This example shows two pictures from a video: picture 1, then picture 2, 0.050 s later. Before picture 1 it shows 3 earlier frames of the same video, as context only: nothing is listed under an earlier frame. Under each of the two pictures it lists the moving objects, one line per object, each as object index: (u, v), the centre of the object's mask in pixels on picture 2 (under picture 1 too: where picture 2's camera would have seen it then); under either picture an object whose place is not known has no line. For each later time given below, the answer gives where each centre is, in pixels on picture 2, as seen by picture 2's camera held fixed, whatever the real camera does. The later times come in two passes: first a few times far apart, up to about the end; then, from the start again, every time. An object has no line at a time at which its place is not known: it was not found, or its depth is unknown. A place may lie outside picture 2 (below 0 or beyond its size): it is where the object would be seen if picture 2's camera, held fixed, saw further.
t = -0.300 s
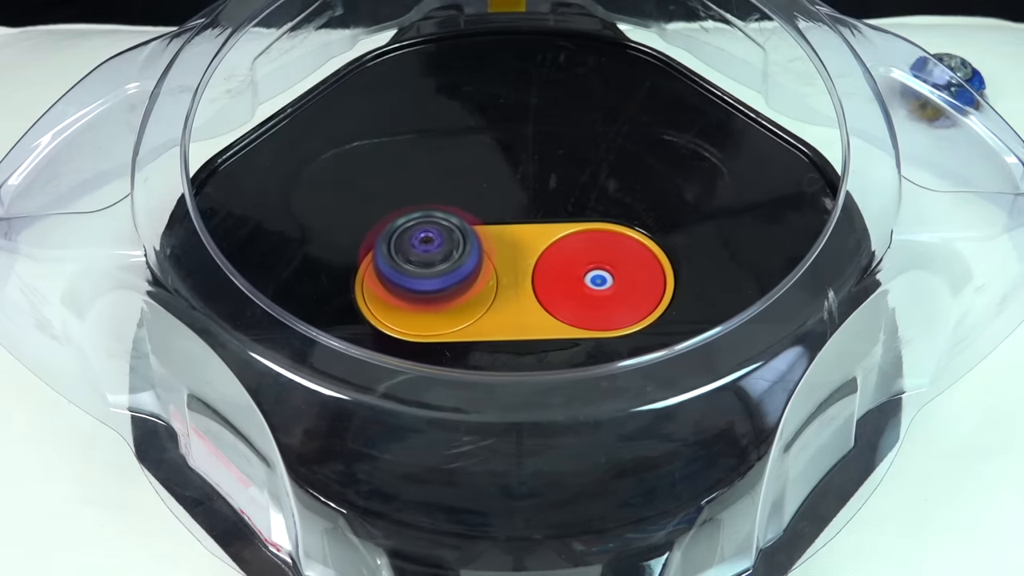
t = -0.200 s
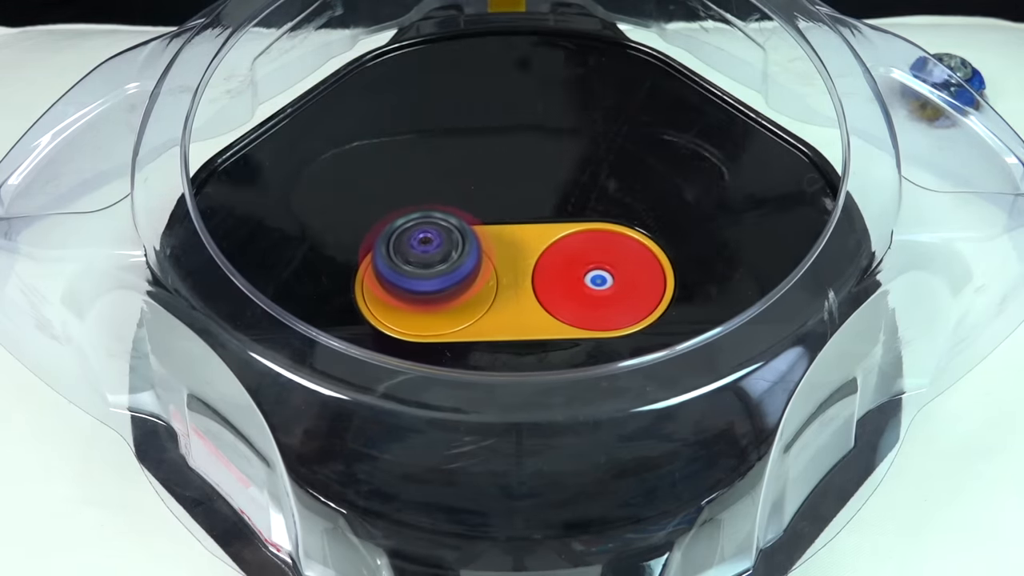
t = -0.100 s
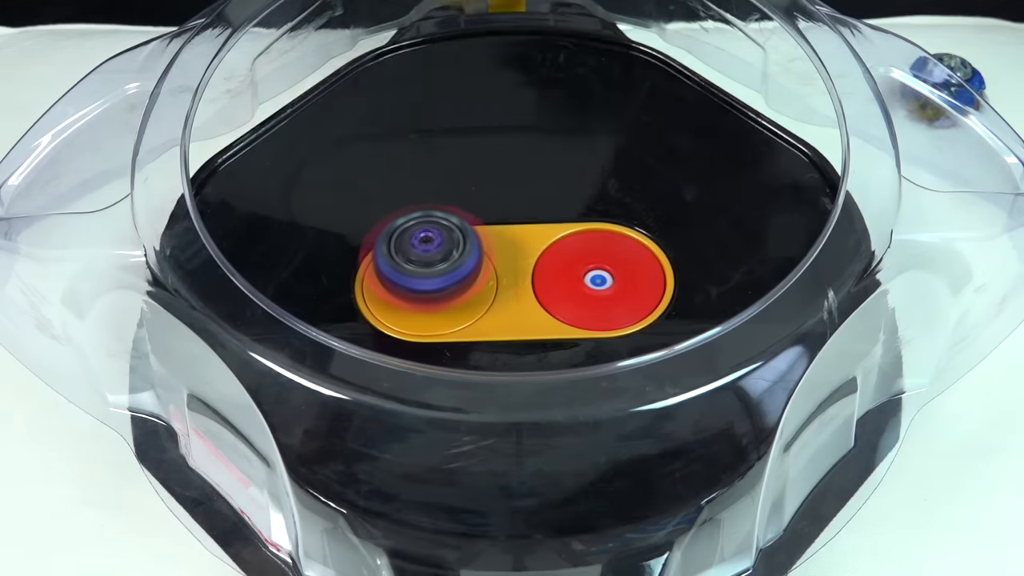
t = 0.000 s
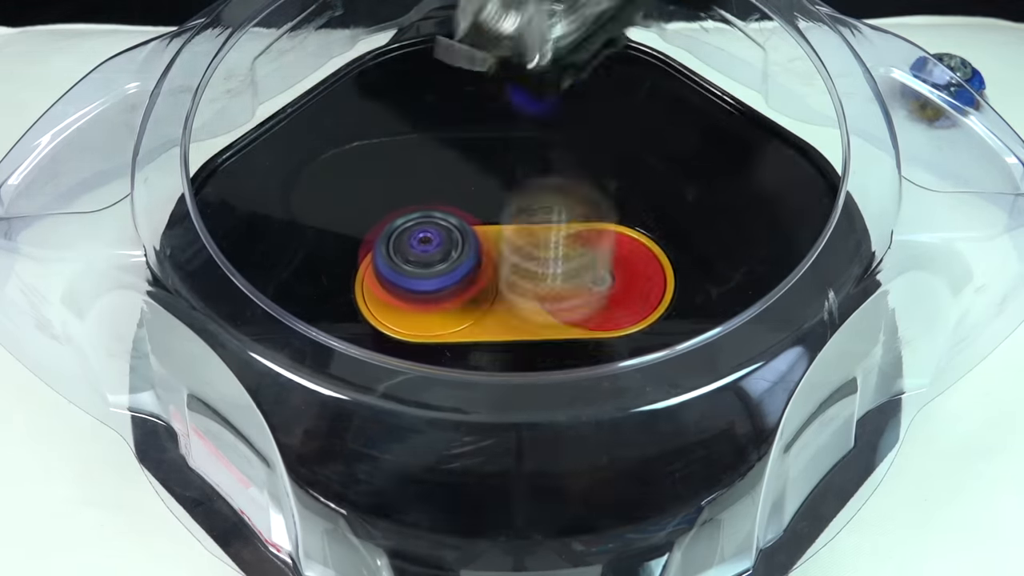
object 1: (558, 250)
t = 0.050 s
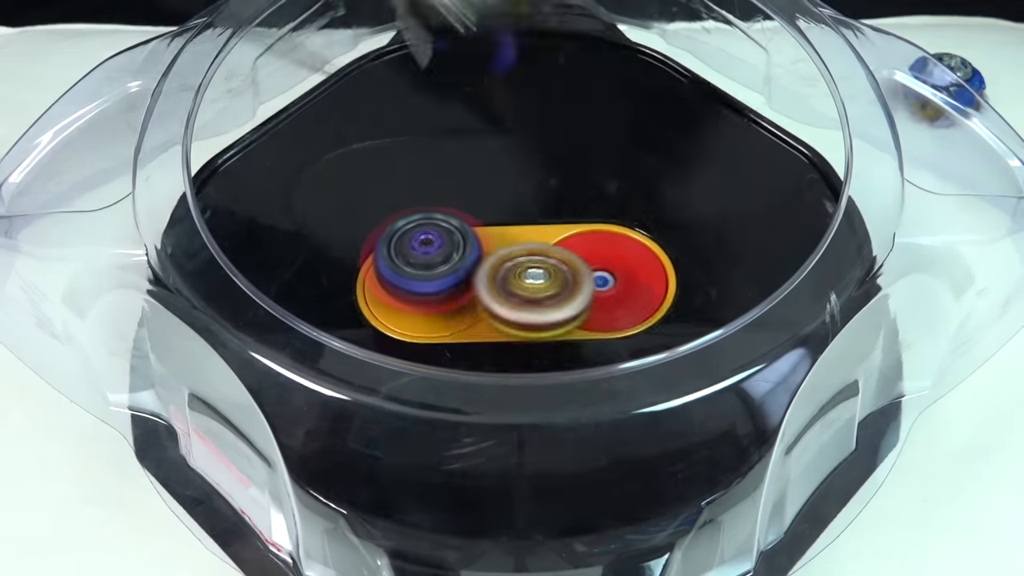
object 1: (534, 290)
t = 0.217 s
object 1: (470, 331)
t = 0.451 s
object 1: (452, 332)
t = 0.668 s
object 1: (467, 332)
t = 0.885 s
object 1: (485, 329)
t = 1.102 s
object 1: (494, 326)
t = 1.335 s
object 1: (500, 324)
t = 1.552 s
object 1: (507, 320)
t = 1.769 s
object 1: (518, 313)
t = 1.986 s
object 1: (539, 294)
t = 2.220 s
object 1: (583, 286)
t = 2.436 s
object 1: (561, 151)
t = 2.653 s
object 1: (329, 117)
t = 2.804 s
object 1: (188, 200)
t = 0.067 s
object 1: (526, 294)
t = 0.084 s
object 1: (519, 301)
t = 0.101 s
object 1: (510, 313)
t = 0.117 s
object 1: (502, 325)
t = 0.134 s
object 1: (496, 328)
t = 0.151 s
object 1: (490, 327)
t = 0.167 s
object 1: (484, 328)
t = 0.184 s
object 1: (478, 331)
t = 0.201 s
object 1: (474, 333)
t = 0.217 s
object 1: (470, 331)
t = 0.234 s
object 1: (467, 332)
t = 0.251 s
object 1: (463, 332)
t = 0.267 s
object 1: (461, 331)
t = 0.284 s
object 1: (458, 332)
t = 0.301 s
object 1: (456, 332)
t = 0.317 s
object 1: (454, 333)
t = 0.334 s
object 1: (452, 333)
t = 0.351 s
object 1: (452, 333)
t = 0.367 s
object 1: (451, 333)
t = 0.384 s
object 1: (451, 333)
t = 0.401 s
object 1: (452, 333)
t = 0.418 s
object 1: (452, 332)
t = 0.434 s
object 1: (452, 332)
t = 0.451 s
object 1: (452, 332)
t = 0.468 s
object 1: (453, 332)
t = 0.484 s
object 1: (453, 332)
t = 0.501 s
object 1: (454, 333)
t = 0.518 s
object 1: (455, 333)
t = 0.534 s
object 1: (456, 332)
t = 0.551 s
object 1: (457, 332)
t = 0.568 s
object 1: (459, 332)
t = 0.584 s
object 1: (460, 332)
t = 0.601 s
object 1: (461, 332)
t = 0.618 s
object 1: (463, 332)
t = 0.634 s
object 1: (464, 332)
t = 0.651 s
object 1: (465, 332)
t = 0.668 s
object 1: (467, 332)
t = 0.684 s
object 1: (468, 332)
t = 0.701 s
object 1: (469, 331)
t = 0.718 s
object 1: (470, 331)
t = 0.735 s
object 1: (472, 331)
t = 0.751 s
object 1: (474, 331)
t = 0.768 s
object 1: (475, 331)
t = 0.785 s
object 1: (477, 331)
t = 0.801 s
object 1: (478, 330)
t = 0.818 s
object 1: (480, 330)
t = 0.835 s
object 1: (481, 329)
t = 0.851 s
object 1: (483, 329)
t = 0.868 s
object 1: (484, 329)
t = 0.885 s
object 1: (485, 329)
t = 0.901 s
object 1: (486, 329)
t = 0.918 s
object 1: (487, 328)
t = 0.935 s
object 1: (488, 328)
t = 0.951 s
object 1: (490, 328)
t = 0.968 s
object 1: (490, 328)
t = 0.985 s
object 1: (491, 327)
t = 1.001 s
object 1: (491, 327)
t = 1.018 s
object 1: (493, 327)
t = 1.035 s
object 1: (493, 327)
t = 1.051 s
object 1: (493, 327)
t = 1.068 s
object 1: (493, 327)
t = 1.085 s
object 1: (494, 326)
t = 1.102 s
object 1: (494, 326)
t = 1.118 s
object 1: (495, 326)
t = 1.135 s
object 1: (495, 326)
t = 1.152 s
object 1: (496, 326)
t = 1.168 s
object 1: (496, 326)
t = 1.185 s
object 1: (497, 325)
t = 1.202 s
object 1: (497, 325)
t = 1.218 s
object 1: (498, 325)
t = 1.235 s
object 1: (498, 325)
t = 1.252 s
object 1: (498, 325)
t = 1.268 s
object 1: (498, 325)
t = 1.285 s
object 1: (498, 325)
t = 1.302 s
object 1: (499, 324)
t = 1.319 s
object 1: (499, 324)
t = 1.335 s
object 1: (500, 324)
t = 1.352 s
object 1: (500, 324)
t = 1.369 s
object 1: (500, 324)
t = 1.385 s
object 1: (501, 323)
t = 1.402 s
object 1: (501, 323)
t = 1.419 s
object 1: (502, 323)
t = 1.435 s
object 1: (502, 323)
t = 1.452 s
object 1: (503, 322)
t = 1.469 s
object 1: (503, 322)
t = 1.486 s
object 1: (504, 322)
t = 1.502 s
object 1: (504, 321)
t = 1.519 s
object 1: (505, 321)
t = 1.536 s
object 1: (506, 320)
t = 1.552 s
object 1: (507, 320)
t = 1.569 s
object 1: (507, 320)
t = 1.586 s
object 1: (508, 319)
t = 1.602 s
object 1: (509, 319)
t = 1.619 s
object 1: (510, 318)
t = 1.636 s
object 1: (511, 318)
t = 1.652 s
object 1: (512, 317)
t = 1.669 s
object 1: (513, 316)
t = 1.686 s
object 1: (514, 315)
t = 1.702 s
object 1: (515, 314)
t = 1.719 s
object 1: (516, 314)
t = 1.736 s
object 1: (516, 314)
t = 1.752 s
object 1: (517, 313)
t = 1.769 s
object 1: (518, 313)
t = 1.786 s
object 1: (518, 312)
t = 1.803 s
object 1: (518, 312)
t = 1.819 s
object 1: (519, 311)
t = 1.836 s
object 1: (520, 310)
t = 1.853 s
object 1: (521, 310)
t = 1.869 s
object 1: (522, 309)
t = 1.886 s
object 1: (523, 309)
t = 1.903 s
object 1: (525, 307)
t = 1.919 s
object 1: (528, 306)
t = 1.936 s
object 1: (531, 303)
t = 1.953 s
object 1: (534, 300)
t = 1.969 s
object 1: (537, 296)
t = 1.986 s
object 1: (539, 294)
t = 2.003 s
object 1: (541, 290)
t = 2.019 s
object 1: (542, 288)
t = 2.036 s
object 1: (544, 286)
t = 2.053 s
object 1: (545, 283)
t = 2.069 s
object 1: (546, 281)
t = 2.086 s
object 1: (547, 279)
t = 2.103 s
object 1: (548, 277)
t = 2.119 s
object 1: (550, 276)
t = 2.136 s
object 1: (554, 275)
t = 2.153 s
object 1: (557, 275)
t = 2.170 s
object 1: (563, 276)
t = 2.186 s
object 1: (568, 279)
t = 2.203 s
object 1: (575, 282)
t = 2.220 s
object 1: (583, 286)
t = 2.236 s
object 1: (592, 291)
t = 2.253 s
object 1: (602, 296)
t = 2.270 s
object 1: (617, 296)
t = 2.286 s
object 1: (635, 292)
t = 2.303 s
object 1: (651, 283)
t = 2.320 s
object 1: (665, 269)
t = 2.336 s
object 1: (669, 249)
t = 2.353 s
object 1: (661, 227)
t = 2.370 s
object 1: (643, 206)
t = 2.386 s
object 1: (623, 188)
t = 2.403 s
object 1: (602, 175)
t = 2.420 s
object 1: (581, 162)
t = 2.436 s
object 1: (561, 151)
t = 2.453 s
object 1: (542, 142)
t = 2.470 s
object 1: (523, 134)
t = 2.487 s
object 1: (505, 128)
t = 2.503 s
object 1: (488, 123)
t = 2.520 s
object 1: (470, 118)
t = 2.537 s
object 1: (452, 114)
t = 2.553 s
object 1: (434, 112)
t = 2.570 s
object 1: (417, 110)
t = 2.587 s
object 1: (399, 109)
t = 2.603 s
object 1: (382, 109)
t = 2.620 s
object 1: (364, 110)
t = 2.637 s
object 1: (347, 113)
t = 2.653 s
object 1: (329, 117)
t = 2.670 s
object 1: (312, 121)
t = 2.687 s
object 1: (293, 127)
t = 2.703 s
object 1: (273, 134)
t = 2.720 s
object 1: (255, 142)
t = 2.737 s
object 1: (238, 152)
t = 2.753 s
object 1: (220, 160)
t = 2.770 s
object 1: (199, 170)
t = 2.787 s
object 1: (192, 183)
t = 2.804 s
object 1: (188, 200)
